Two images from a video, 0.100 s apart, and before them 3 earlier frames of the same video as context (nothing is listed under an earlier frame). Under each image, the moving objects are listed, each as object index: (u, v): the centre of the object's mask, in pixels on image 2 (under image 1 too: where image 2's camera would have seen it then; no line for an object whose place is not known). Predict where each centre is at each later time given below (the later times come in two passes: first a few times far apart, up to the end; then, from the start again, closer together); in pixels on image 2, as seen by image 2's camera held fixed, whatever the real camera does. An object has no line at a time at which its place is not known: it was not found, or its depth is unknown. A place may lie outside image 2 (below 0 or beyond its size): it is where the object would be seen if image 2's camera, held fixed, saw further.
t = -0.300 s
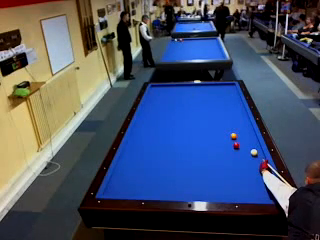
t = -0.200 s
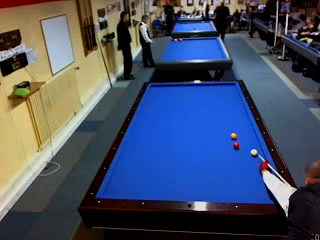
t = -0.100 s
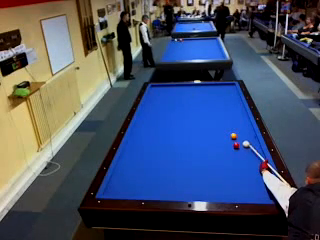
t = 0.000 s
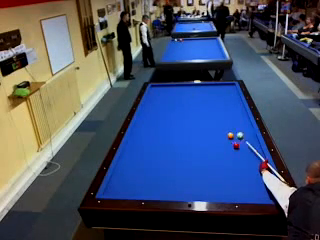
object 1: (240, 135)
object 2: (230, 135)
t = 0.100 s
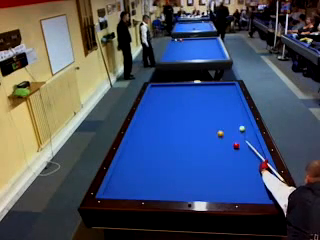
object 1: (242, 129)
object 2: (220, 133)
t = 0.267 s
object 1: (242, 118)
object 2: (207, 131)
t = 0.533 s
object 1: (240, 105)
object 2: (189, 127)
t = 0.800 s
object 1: (234, 95)
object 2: (173, 124)
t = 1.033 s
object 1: (229, 87)
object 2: (160, 122)
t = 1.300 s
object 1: (229, 86)
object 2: (146, 119)
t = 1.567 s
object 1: (233, 91)
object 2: (143, 117)
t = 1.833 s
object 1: (236, 96)
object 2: (152, 115)
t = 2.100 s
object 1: (240, 102)
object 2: (161, 114)
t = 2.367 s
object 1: (241, 107)
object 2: (169, 112)
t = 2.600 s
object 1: (242, 113)
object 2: (175, 110)
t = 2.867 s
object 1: (243, 119)
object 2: (183, 109)
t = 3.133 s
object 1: (244, 126)
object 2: (190, 108)
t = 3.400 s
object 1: (245, 134)
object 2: (197, 106)
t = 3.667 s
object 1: (247, 142)
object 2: (203, 105)
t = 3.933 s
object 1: (249, 151)
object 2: (210, 104)
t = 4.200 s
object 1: (250, 161)
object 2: (215, 103)
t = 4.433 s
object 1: (251, 170)
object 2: (220, 102)
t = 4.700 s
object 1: (253, 182)
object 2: (225, 101)
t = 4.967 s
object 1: (256, 195)
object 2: (230, 100)
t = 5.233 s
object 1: (253, 192)
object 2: (234, 99)
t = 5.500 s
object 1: (250, 184)
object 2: (238, 98)
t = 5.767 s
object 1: (247, 178)
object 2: (236, 97)
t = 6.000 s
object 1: (245, 173)
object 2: (234, 97)
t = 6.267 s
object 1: (243, 168)
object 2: (231, 97)
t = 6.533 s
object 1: (241, 163)
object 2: (229, 96)
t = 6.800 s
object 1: (238, 159)
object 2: (227, 96)
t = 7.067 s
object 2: (226, 96)
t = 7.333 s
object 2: (225, 96)
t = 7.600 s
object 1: (234, 148)
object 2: (222, 95)
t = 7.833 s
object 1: (232, 147)
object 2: (221, 95)
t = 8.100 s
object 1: (230, 146)
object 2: (221, 95)
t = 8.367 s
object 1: (228, 145)
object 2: (220, 95)
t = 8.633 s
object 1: (226, 145)
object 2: (219, 95)
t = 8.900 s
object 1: (225, 144)
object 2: (219, 95)
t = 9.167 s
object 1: (224, 143)
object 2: (218, 95)
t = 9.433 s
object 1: (223, 143)
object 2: (218, 95)
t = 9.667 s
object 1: (222, 142)
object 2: (218, 95)
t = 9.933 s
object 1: (221, 142)
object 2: (218, 95)
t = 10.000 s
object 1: (221, 142)
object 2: (218, 95)
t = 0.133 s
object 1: (242, 126)
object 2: (217, 133)
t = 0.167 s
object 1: (242, 124)
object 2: (214, 132)
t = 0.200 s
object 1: (242, 122)
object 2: (212, 132)
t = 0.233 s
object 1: (242, 120)
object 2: (210, 131)
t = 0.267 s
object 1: (242, 118)
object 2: (207, 131)
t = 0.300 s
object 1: (243, 116)
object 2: (205, 130)
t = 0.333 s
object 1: (243, 115)
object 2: (203, 130)
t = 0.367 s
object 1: (243, 113)
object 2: (200, 130)
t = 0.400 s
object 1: (243, 111)
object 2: (198, 129)
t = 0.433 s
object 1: (243, 109)
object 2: (196, 129)
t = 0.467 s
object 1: (242, 108)
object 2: (194, 128)
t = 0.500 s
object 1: (241, 106)
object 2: (192, 128)
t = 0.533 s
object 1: (240, 105)
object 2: (189, 127)
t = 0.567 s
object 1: (239, 103)
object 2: (187, 127)
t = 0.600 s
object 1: (238, 102)
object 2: (185, 127)
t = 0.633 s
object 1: (237, 101)
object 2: (183, 126)
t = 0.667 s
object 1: (236, 99)
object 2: (181, 126)
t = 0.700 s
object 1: (235, 98)
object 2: (179, 125)
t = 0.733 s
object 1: (235, 97)
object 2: (177, 125)
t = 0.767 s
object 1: (234, 96)
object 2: (175, 124)
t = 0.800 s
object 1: (234, 95)
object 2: (173, 124)
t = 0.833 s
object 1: (233, 93)
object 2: (171, 124)
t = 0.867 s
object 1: (232, 92)
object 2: (169, 123)
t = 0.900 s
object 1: (231, 91)
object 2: (167, 123)
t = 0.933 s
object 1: (231, 90)
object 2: (165, 123)
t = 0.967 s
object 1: (230, 89)
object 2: (163, 122)
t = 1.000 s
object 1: (229, 88)
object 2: (162, 122)
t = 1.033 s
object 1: (229, 87)
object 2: (160, 122)
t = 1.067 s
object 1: (228, 86)
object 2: (157, 121)
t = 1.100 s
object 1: (227, 85)
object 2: (156, 121)
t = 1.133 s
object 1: (227, 84)
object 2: (154, 121)
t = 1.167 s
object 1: (226, 83)
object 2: (152, 120)
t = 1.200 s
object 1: (227, 84)
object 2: (150, 120)
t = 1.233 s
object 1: (227, 85)
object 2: (149, 120)
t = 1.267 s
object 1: (228, 86)
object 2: (147, 119)
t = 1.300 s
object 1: (229, 86)
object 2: (146, 119)
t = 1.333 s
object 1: (229, 87)
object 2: (143, 118)
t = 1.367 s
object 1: (230, 87)
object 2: (142, 118)
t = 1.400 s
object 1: (230, 88)
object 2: (140, 118)
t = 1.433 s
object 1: (230, 89)
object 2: (138, 118)
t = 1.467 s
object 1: (231, 89)
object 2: (139, 118)
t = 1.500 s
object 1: (231, 90)
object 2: (140, 117)
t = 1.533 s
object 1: (232, 90)
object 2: (142, 117)
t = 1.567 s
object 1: (233, 91)
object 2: (143, 117)
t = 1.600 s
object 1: (233, 92)
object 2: (144, 117)
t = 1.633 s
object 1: (233, 92)
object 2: (146, 116)
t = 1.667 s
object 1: (234, 93)
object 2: (147, 116)
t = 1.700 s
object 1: (234, 93)
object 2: (148, 116)
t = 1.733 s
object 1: (235, 94)
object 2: (149, 116)
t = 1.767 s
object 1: (235, 95)
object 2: (150, 115)
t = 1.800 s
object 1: (236, 95)
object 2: (151, 115)
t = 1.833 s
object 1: (236, 96)
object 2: (152, 115)
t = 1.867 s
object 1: (237, 97)
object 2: (153, 115)
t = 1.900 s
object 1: (237, 97)
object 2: (154, 115)
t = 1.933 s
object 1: (238, 98)
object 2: (156, 114)
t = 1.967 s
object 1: (238, 99)
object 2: (156, 114)
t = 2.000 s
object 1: (239, 100)
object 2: (157, 114)
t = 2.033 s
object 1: (239, 100)
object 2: (158, 114)
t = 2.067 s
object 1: (240, 101)
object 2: (160, 114)
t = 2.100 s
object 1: (240, 102)
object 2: (161, 114)
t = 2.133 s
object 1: (240, 102)
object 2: (162, 113)
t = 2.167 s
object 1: (240, 103)
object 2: (163, 113)
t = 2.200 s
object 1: (240, 104)
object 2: (164, 113)
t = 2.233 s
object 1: (240, 104)
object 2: (165, 113)
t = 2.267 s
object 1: (241, 105)
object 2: (166, 112)
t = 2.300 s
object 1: (240, 106)
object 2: (166, 113)
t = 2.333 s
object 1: (241, 107)
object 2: (168, 112)
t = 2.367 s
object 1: (241, 107)
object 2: (169, 112)
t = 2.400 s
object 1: (241, 108)
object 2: (170, 112)
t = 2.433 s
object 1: (241, 109)
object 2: (171, 112)
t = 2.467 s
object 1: (241, 110)
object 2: (171, 111)
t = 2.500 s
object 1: (241, 111)
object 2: (173, 111)
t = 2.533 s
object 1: (242, 111)
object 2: (173, 111)
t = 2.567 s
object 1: (242, 112)
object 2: (174, 110)
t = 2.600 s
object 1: (242, 113)
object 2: (175, 110)
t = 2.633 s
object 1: (242, 114)
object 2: (176, 110)
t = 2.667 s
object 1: (242, 114)
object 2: (178, 110)
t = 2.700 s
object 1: (242, 115)
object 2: (178, 110)
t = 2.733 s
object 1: (242, 116)
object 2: (179, 110)
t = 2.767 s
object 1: (243, 117)
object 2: (180, 110)
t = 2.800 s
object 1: (243, 118)
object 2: (181, 109)
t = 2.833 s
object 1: (243, 118)
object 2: (182, 109)
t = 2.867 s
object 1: (243, 119)
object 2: (183, 109)
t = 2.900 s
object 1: (243, 120)
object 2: (184, 109)
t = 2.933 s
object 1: (244, 121)
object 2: (185, 108)
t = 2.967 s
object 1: (244, 122)
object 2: (186, 108)
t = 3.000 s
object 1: (243, 122)
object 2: (187, 108)
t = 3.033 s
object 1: (244, 123)
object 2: (187, 108)
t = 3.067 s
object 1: (244, 124)
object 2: (188, 108)
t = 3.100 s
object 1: (244, 125)
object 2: (189, 108)
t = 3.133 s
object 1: (244, 126)
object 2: (190, 108)
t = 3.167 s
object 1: (244, 127)
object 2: (191, 108)
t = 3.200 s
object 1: (244, 128)
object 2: (192, 107)
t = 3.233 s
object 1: (245, 129)
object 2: (192, 107)
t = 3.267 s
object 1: (245, 130)
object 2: (194, 107)
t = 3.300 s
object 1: (245, 131)
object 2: (194, 107)
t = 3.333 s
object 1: (245, 132)
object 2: (195, 107)
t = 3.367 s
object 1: (245, 133)
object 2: (196, 107)
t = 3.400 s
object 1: (245, 134)
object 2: (197, 106)
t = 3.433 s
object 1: (246, 135)
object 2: (197, 106)
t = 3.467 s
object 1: (246, 136)
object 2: (198, 106)
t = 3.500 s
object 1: (246, 137)
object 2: (199, 106)
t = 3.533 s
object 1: (246, 138)
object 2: (200, 105)
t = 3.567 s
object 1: (247, 139)
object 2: (201, 106)
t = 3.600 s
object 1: (247, 140)
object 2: (202, 105)
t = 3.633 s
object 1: (247, 141)
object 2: (202, 106)
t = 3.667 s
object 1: (247, 142)
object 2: (203, 105)
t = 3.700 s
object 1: (247, 143)
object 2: (204, 105)
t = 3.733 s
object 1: (247, 144)
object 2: (205, 105)
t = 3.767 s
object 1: (248, 146)
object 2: (205, 104)
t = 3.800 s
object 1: (248, 146)
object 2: (206, 104)
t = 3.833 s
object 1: (248, 148)
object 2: (207, 104)
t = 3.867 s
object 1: (248, 149)
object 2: (208, 104)
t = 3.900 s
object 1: (248, 150)
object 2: (209, 104)
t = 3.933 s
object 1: (249, 151)
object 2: (210, 104)
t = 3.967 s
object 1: (249, 152)
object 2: (210, 104)
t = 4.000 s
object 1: (249, 153)
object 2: (211, 103)
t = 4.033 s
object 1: (249, 155)
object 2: (211, 103)
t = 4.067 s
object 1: (249, 156)
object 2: (212, 103)
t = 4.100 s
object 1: (250, 157)
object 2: (213, 103)
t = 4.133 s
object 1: (250, 158)
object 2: (213, 103)
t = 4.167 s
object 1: (250, 160)
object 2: (214, 103)
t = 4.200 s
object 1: (250, 161)
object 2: (215, 103)
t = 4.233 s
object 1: (250, 162)
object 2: (216, 102)
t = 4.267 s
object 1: (251, 163)
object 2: (216, 102)
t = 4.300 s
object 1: (251, 165)
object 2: (217, 102)
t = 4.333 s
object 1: (251, 166)
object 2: (218, 102)
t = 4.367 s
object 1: (251, 168)
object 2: (219, 102)
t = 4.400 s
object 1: (251, 169)
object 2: (219, 102)
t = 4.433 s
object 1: (251, 170)
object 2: (220, 102)
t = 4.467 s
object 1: (252, 172)
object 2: (220, 102)
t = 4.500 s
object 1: (252, 173)
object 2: (221, 101)
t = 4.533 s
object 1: (252, 174)
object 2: (222, 101)
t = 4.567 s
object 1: (252, 176)
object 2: (222, 101)
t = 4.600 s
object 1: (253, 177)
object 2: (223, 101)
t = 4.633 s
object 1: (253, 179)
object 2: (224, 101)
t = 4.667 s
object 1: (253, 180)
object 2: (224, 101)
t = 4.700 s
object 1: (253, 182)
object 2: (225, 101)
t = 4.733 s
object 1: (254, 183)
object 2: (226, 101)
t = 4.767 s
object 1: (254, 185)
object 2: (227, 100)
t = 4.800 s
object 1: (254, 187)
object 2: (227, 100)
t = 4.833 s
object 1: (255, 188)
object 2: (228, 100)
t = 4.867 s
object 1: (255, 190)
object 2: (228, 100)
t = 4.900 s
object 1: (255, 191)
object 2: (229, 100)
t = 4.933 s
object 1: (256, 193)
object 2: (229, 100)
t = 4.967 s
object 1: (256, 195)
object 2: (230, 100)
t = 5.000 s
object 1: (256, 196)
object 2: (230, 100)
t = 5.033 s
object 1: (256, 197)
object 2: (231, 99)
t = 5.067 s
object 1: (255, 196)
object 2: (231, 99)
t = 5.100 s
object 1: (255, 195)
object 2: (232, 99)
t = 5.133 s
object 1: (255, 194)
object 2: (232, 99)
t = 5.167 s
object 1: (254, 193)
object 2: (233, 99)
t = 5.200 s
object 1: (254, 193)
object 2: (234, 99)
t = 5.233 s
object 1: (253, 192)
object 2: (234, 99)
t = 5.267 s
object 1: (253, 191)
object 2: (235, 99)
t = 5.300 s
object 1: (252, 190)
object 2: (236, 98)
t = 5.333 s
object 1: (252, 189)
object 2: (236, 98)
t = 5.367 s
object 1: (252, 188)
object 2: (237, 98)
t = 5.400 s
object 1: (251, 187)
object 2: (237, 98)
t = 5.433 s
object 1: (251, 186)
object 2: (237, 98)
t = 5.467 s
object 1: (250, 185)
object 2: (238, 98)
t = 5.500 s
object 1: (250, 184)
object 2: (238, 98)
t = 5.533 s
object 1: (250, 184)
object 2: (238, 98)
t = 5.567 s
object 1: (249, 183)
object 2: (237, 98)
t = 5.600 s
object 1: (249, 182)
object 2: (237, 98)
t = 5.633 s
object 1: (248, 181)
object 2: (237, 98)
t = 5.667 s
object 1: (248, 181)
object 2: (236, 98)
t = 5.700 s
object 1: (248, 180)
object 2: (236, 97)
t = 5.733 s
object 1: (247, 179)
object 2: (236, 97)
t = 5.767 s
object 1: (247, 178)
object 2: (236, 97)
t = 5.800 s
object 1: (247, 177)
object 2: (235, 97)
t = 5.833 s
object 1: (247, 177)
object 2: (235, 97)
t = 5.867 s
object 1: (246, 176)
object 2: (235, 97)
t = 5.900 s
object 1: (246, 175)
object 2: (234, 97)
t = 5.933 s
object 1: (245, 175)
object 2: (234, 97)
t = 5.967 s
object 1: (245, 174)
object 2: (234, 97)
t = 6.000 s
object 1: (245, 173)
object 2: (234, 97)
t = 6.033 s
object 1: (245, 173)
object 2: (233, 97)
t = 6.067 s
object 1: (244, 172)
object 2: (233, 97)
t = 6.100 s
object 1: (244, 171)
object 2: (232, 97)
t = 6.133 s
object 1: (244, 171)
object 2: (232, 97)
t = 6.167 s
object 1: (244, 170)
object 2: (232, 97)
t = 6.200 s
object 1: (243, 169)
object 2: (232, 97)
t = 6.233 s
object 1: (243, 169)
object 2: (231, 97)
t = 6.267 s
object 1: (243, 168)
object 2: (231, 97)
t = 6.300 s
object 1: (243, 167)
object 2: (231, 97)
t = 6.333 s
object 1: (242, 167)
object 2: (230, 97)
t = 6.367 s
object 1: (242, 166)
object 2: (230, 97)
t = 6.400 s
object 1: (242, 166)
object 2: (230, 97)
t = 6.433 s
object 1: (241, 164)
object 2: (230, 97)
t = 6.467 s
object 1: (241, 164)
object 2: (229, 97)
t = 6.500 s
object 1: (241, 164)
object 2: (229, 97)
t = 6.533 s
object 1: (241, 163)
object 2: (229, 96)
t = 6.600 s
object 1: (240, 162)
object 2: (229, 96)
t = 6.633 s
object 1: (240, 161)
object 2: (228, 96)
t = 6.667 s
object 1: (240, 161)
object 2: (228, 96)
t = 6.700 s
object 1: (239, 160)
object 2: (228, 96)
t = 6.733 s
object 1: (239, 160)
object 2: (227, 96)
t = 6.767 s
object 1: (239, 159)
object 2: (227, 96)
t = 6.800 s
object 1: (238, 159)
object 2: (227, 96)
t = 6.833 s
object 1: (238, 158)
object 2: (227, 96)
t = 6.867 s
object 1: (238, 157)
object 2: (227, 96)
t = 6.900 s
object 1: (237, 156)
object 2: (227, 96)
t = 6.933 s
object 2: (226, 96)
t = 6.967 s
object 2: (226, 96)
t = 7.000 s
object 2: (226, 96)
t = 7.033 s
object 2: (226, 96)
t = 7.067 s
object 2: (226, 96)
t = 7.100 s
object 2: (225, 96)
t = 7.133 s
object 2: (225, 96)
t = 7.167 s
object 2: (225, 96)
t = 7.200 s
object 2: (225, 96)
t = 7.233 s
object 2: (225, 95)
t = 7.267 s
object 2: (225, 96)
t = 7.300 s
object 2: (225, 96)
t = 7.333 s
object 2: (225, 96)
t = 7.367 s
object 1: (236, 150)
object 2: (224, 95)
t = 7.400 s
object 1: (235, 150)
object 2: (224, 96)
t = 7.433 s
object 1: (235, 150)
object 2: (224, 95)
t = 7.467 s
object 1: (235, 149)
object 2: (224, 95)
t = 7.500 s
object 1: (234, 149)
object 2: (224, 95)
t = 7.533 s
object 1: (234, 148)
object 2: (223, 95)
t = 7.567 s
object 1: (234, 148)
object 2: (223, 95)
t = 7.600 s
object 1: (234, 148)
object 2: (222, 95)
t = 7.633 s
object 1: (234, 148)
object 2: (222, 95)
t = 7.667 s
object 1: (233, 148)
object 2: (222, 95)
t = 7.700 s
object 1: (233, 148)
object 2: (222, 95)
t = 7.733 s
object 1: (233, 147)
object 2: (222, 95)
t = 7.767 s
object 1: (232, 147)
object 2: (222, 95)
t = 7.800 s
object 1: (232, 147)
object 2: (222, 95)
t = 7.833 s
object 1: (232, 147)
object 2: (221, 95)
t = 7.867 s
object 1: (231, 147)
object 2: (221, 95)
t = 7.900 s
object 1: (231, 147)
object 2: (221, 95)
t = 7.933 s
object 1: (231, 147)
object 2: (221, 95)
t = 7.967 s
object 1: (231, 147)
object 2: (221, 95)
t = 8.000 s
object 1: (231, 146)
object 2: (221, 95)
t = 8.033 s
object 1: (230, 147)
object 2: (221, 95)
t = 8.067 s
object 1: (230, 146)
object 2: (221, 95)
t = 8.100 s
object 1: (230, 146)
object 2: (221, 95)
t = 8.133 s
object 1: (229, 146)
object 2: (221, 95)
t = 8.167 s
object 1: (229, 146)
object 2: (221, 95)
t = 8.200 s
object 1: (229, 146)
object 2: (221, 95)
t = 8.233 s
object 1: (229, 146)
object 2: (220, 95)
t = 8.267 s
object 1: (228, 146)
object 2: (220, 95)
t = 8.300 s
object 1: (228, 145)
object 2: (220, 95)
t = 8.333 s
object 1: (228, 145)
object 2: (220, 95)
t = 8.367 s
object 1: (228, 145)
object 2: (220, 95)
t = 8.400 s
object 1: (228, 145)
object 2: (220, 95)
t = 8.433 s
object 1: (227, 145)
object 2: (220, 95)
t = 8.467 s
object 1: (227, 145)
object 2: (220, 95)
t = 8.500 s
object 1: (227, 145)
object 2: (220, 95)
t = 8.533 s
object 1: (227, 145)
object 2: (220, 95)
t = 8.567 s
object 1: (227, 145)
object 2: (219, 95)
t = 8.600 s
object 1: (227, 145)
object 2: (219, 95)
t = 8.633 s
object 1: (226, 145)
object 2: (219, 95)
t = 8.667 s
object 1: (226, 144)
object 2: (219, 95)
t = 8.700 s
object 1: (226, 144)
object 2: (219, 95)
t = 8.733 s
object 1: (226, 144)
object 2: (219, 95)
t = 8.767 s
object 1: (226, 144)
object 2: (219, 95)
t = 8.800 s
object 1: (225, 144)
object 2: (219, 95)
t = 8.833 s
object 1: (225, 144)
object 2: (219, 95)
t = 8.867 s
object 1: (225, 144)
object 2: (219, 95)
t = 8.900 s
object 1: (225, 144)
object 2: (219, 95)
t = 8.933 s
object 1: (225, 144)
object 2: (219, 95)
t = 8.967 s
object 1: (224, 144)
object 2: (218, 95)
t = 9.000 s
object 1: (224, 144)
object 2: (218, 95)
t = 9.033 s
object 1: (224, 144)
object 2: (218, 95)
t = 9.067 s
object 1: (224, 143)
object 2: (218, 95)
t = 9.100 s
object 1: (224, 143)
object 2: (218, 95)
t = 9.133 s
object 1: (224, 143)
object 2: (218, 95)
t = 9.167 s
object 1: (224, 143)
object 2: (218, 95)
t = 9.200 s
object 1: (223, 143)
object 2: (218, 95)
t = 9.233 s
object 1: (223, 143)
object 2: (218, 95)
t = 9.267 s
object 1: (223, 143)
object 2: (218, 95)
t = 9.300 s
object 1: (223, 143)
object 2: (218, 94)
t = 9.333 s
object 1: (223, 143)
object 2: (218, 94)
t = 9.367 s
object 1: (223, 143)
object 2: (218, 94)
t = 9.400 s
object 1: (223, 143)
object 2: (218, 94)
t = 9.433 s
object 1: (223, 143)
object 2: (218, 95)
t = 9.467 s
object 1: (223, 143)
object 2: (218, 95)
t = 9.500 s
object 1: (223, 143)
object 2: (218, 95)
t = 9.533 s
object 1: (222, 143)
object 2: (218, 95)
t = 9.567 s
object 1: (222, 143)
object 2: (218, 95)
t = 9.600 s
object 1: (222, 142)
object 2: (218, 95)
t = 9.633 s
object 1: (222, 142)
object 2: (218, 95)
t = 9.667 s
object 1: (222, 142)
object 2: (218, 95)
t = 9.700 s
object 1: (222, 142)
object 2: (218, 95)
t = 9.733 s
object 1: (222, 143)
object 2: (218, 95)
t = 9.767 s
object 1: (222, 143)
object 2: (218, 95)
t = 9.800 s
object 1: (222, 143)
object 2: (218, 95)
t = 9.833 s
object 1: (222, 142)
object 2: (218, 95)
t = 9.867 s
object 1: (222, 142)
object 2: (218, 95)
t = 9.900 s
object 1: (221, 142)
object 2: (218, 95)
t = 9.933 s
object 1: (221, 142)
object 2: (218, 95)
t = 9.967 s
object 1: (221, 142)
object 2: (218, 95)
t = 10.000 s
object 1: (221, 142)
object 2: (218, 95)
